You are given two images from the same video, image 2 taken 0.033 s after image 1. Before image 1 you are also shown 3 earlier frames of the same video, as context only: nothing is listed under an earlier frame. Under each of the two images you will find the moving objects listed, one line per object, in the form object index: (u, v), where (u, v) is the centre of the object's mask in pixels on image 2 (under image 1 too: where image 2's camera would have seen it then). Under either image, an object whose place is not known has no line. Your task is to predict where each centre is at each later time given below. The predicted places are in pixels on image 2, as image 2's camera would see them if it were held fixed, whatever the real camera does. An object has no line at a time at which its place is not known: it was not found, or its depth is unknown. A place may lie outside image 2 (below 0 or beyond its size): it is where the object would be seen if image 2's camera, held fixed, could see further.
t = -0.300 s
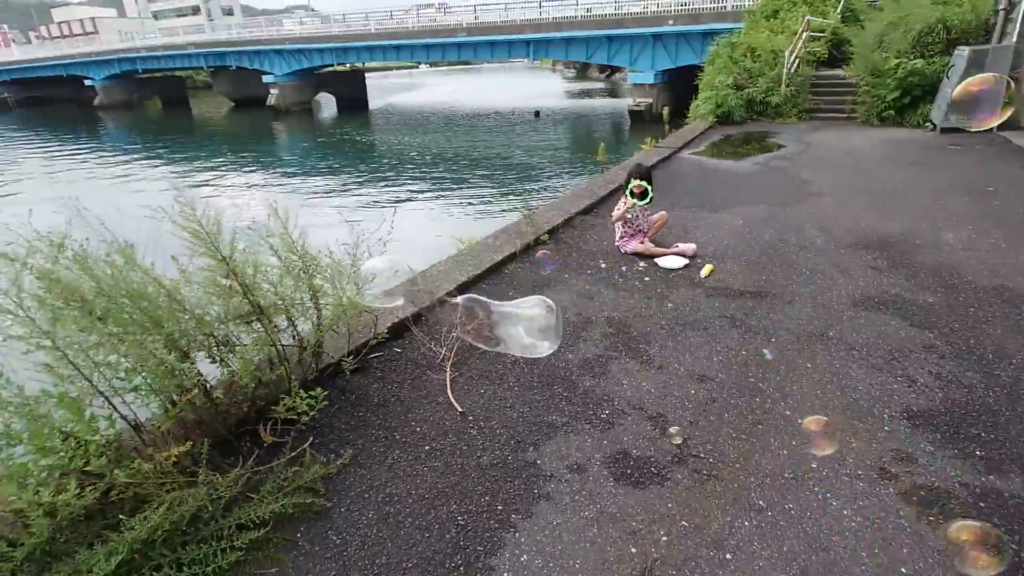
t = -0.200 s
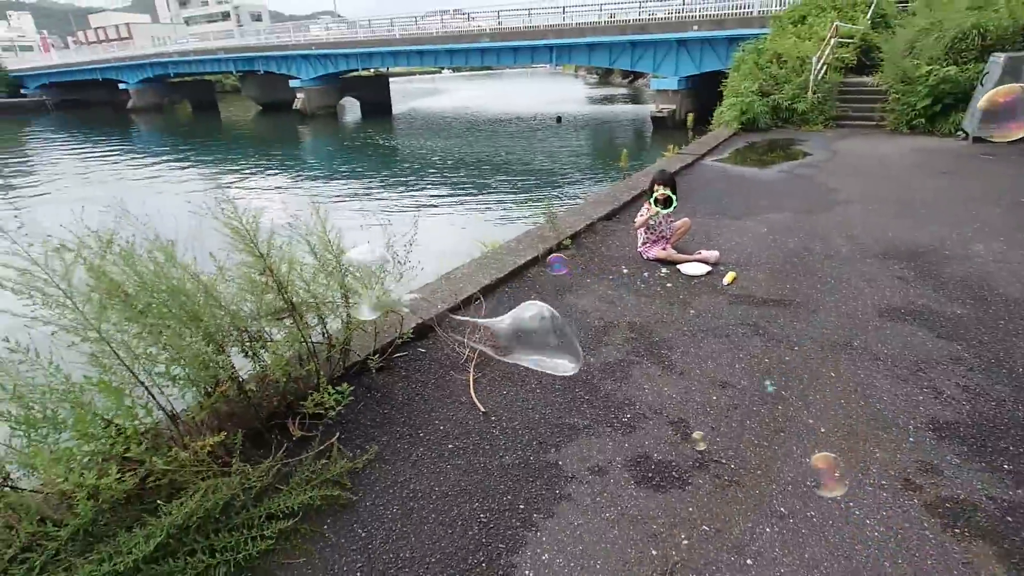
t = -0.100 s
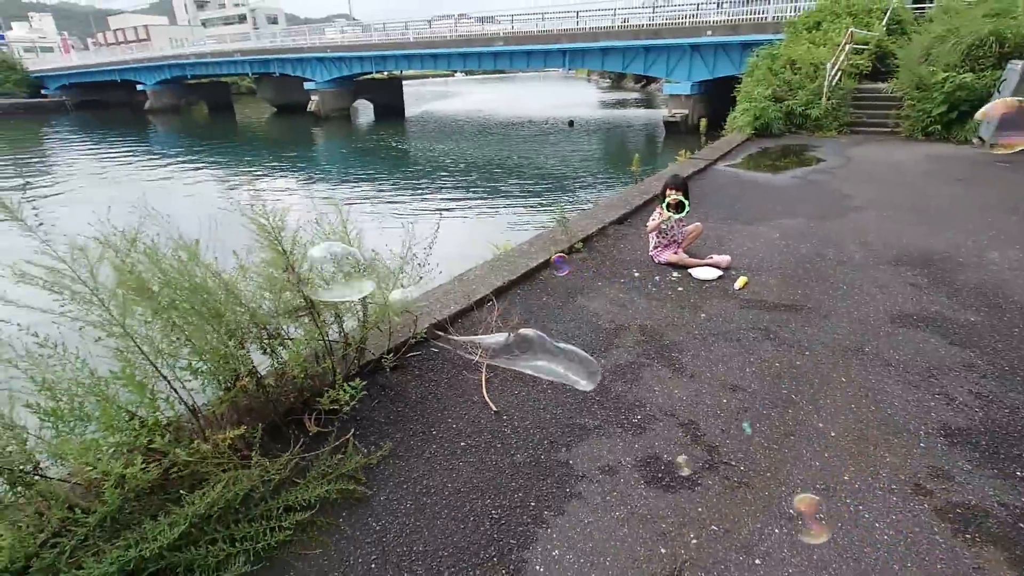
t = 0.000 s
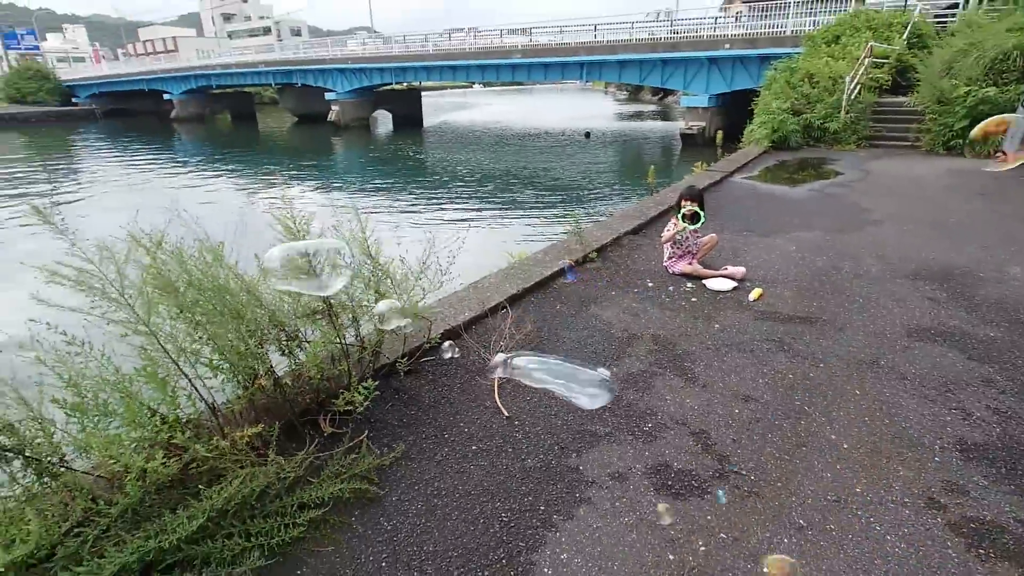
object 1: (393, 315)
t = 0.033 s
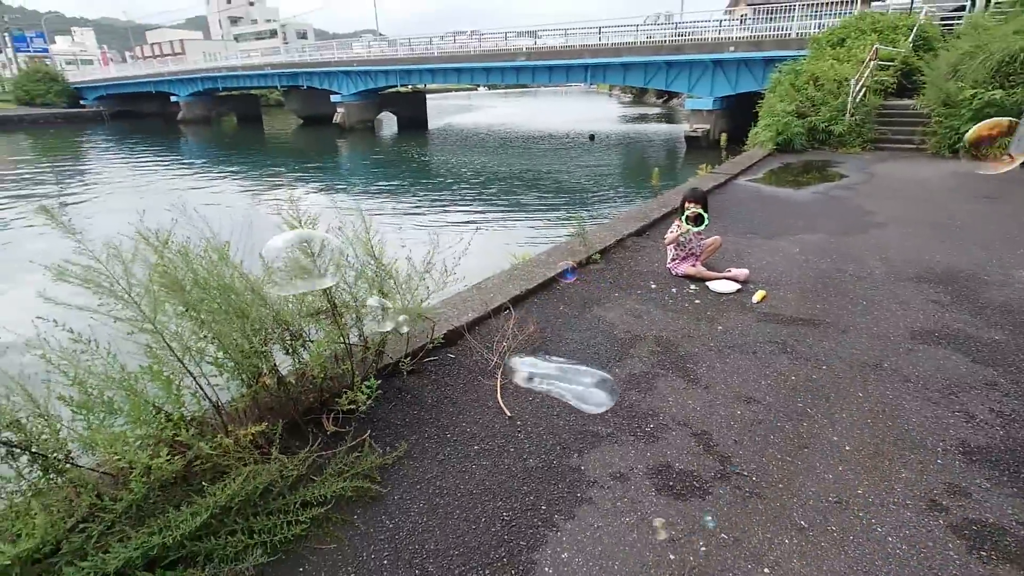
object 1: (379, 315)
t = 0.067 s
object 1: (371, 315)
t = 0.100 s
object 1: (362, 318)
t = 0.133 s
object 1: (353, 318)
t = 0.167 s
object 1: (342, 319)
